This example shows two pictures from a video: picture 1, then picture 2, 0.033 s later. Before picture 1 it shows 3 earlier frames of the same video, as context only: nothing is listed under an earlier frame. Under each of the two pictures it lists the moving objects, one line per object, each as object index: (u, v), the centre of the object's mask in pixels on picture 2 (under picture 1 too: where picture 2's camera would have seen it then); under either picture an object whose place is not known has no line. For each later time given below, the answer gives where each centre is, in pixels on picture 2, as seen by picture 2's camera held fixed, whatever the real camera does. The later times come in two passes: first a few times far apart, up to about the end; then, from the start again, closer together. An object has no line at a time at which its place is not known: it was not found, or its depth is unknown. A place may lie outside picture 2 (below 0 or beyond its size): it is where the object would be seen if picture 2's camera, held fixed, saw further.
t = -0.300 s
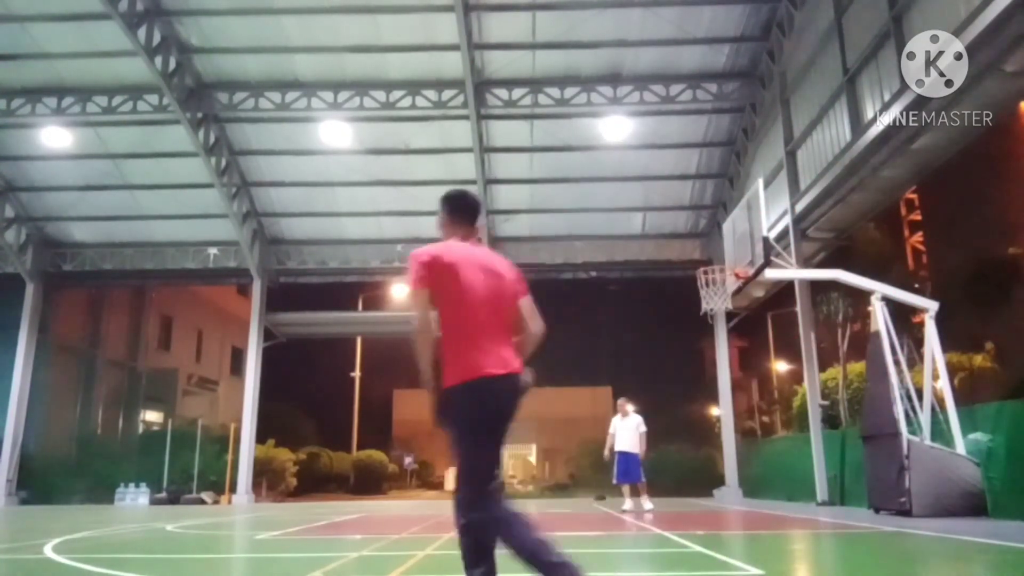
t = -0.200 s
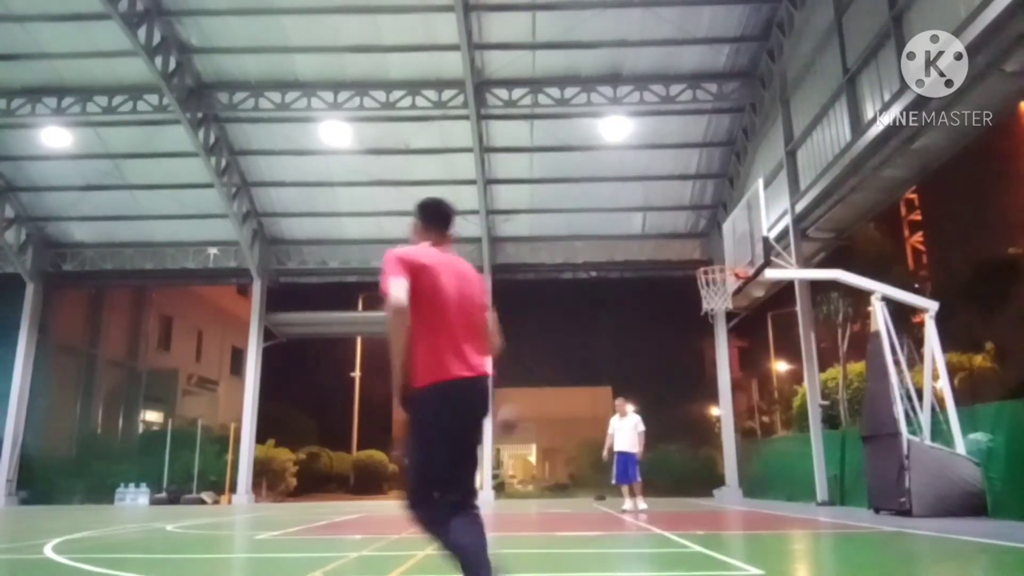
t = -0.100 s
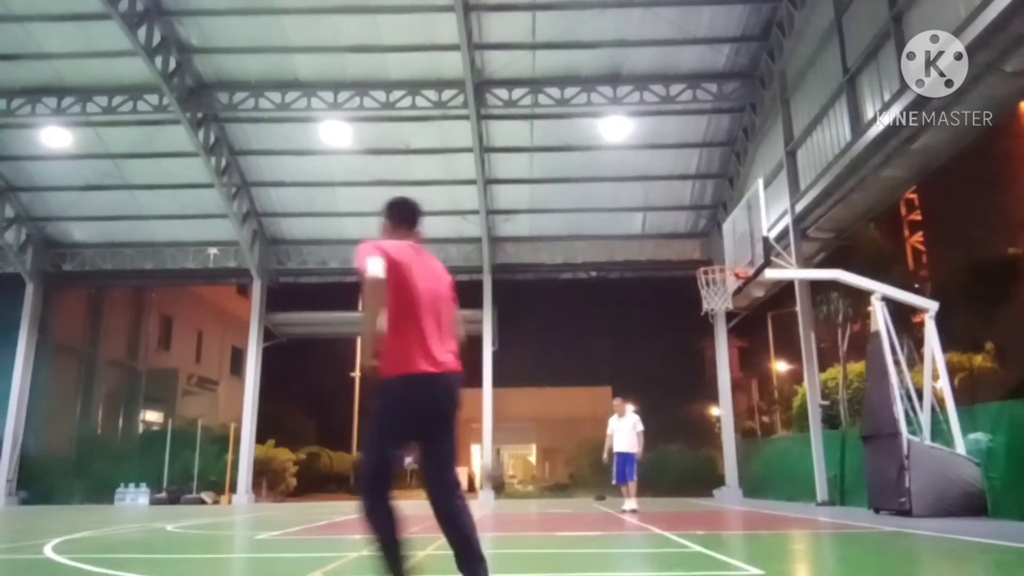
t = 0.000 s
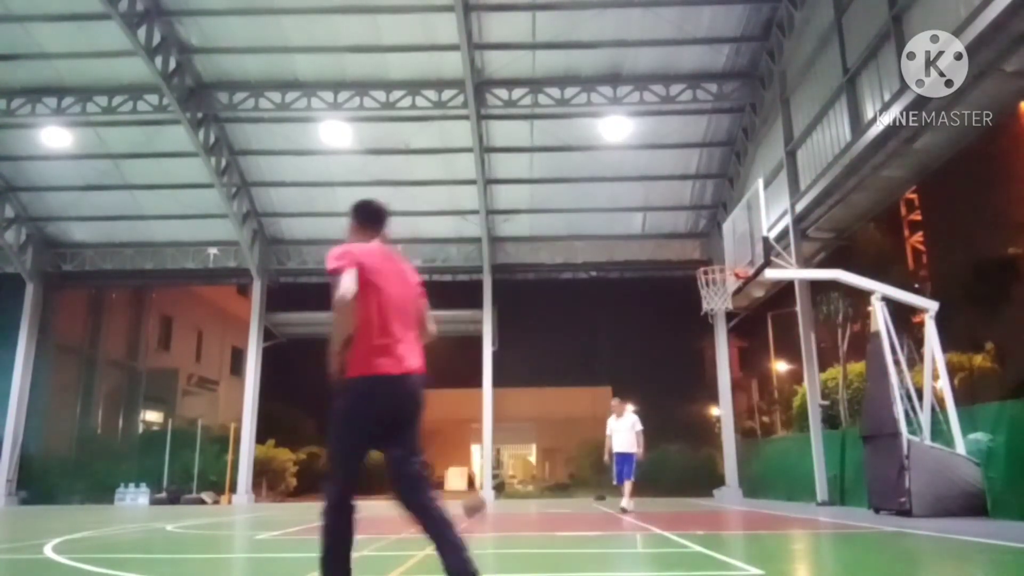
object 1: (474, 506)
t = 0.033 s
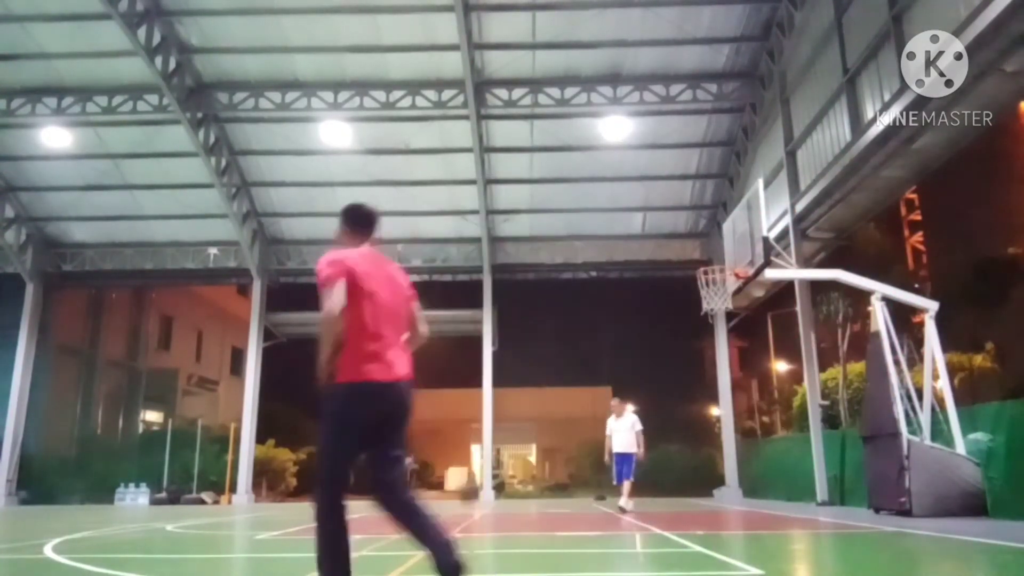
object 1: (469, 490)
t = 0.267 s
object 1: (422, 407)
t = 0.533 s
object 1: (363, 384)
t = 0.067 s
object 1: (460, 472)
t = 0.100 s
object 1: (455, 456)
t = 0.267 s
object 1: (422, 407)
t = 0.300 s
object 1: (414, 399)
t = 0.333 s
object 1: (406, 393)
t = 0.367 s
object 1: (399, 388)
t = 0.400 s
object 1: (392, 386)
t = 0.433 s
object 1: (385, 384)
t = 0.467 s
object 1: (377, 384)
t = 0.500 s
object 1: (372, 383)
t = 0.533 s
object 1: (363, 384)
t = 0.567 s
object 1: (353, 386)
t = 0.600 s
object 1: (344, 390)
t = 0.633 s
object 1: (337, 397)
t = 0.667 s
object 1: (329, 403)
